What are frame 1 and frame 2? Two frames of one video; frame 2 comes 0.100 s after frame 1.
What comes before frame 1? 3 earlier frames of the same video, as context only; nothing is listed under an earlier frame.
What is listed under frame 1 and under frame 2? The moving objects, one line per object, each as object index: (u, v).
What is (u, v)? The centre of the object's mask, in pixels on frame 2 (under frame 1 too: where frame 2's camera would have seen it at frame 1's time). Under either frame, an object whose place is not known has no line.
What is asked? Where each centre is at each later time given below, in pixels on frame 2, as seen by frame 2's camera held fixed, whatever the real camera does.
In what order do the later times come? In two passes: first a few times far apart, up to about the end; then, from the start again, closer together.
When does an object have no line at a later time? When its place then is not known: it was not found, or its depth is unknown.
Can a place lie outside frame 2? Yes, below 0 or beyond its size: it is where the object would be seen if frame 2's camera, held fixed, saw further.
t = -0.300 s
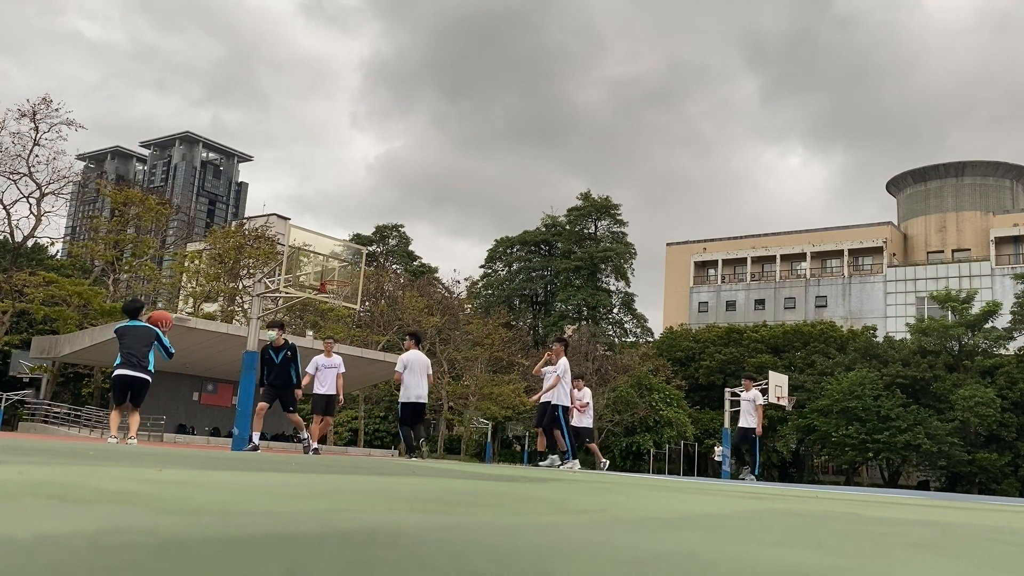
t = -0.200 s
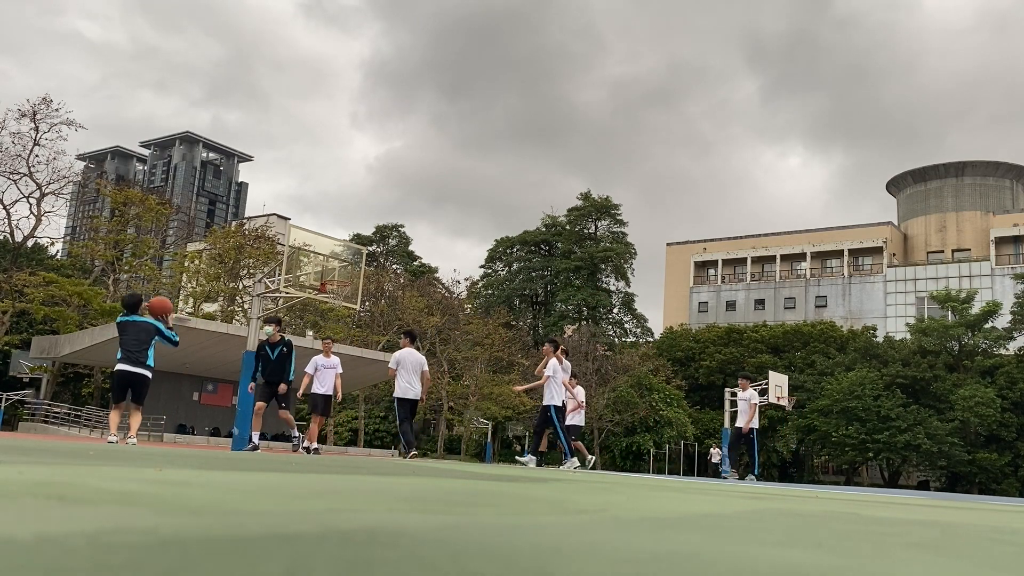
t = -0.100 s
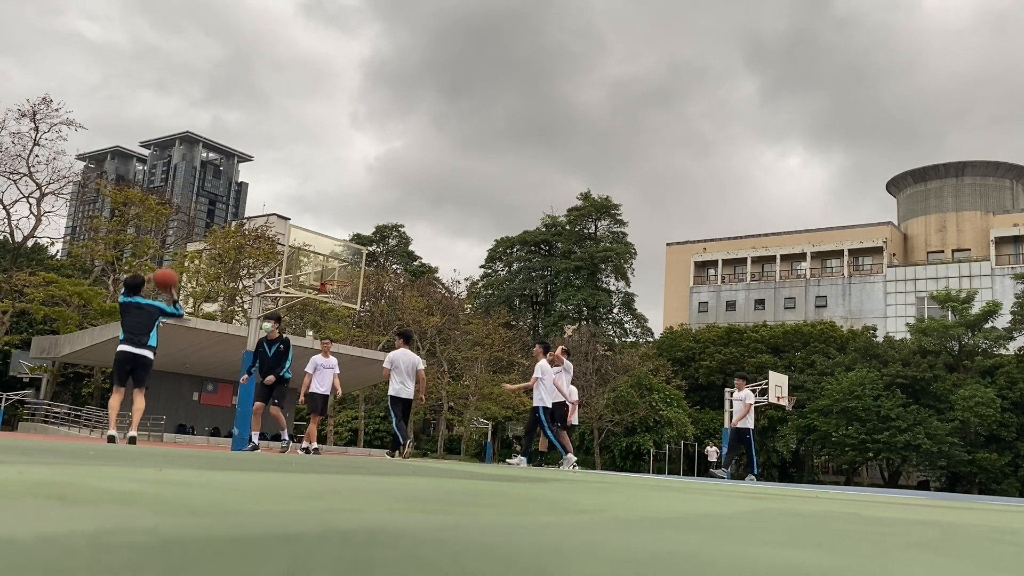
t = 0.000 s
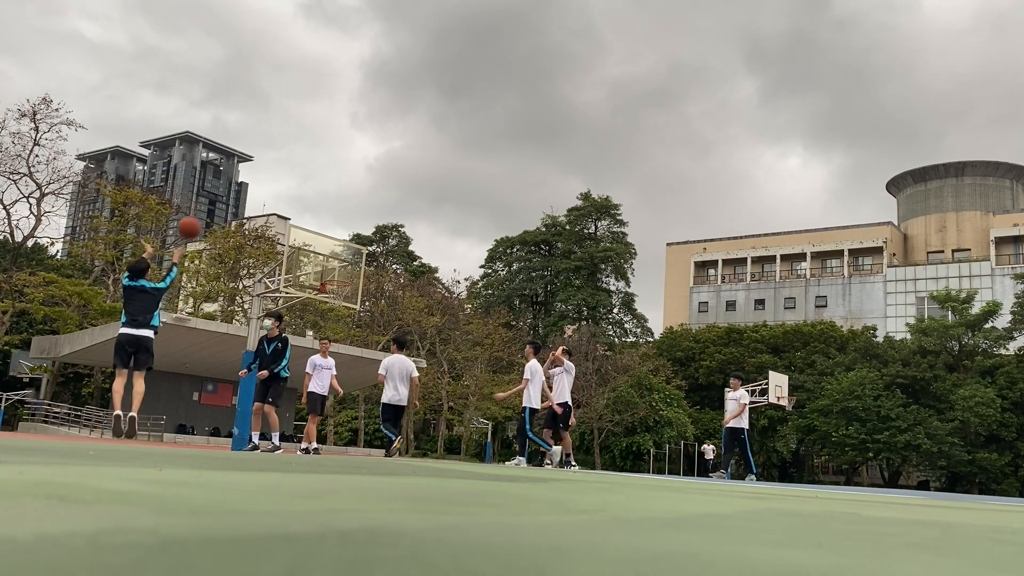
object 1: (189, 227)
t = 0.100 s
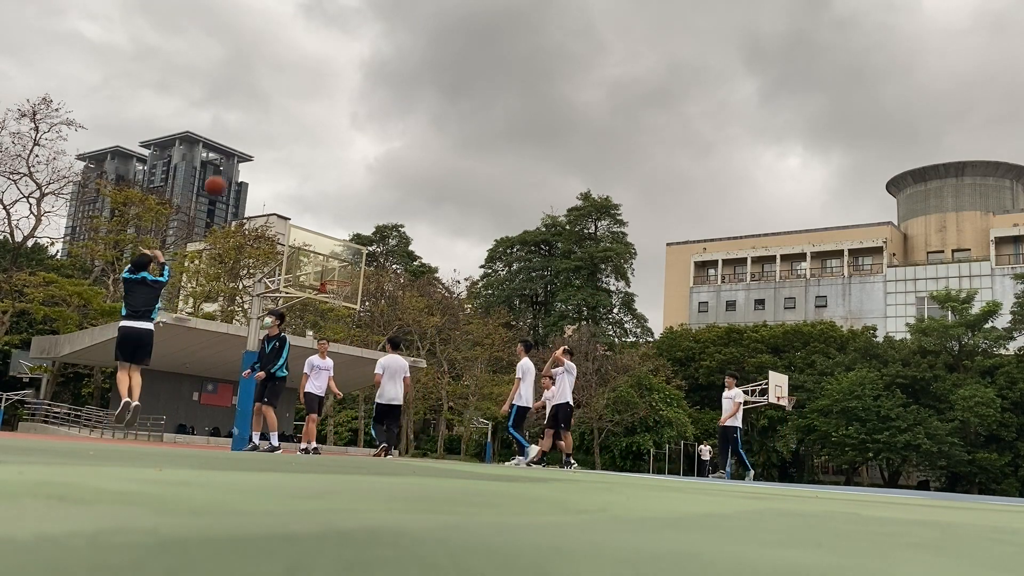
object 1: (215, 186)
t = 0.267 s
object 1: (250, 143)
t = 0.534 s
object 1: (288, 125)
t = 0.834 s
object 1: (317, 159)
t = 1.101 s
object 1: (334, 223)
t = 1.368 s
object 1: (330, 293)
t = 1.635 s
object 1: (329, 291)
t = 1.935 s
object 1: (326, 328)
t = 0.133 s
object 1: (223, 175)
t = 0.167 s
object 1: (231, 165)
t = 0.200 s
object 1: (237, 157)
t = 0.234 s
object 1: (244, 150)
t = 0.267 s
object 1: (250, 143)
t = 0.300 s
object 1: (255, 138)
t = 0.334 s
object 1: (261, 133)
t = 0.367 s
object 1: (266, 130)
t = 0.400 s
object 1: (271, 128)
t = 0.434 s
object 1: (276, 126)
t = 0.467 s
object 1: (280, 125)
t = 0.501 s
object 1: (284, 125)
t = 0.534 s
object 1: (288, 125)
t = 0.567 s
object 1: (292, 127)
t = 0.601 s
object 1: (296, 129)
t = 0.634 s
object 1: (299, 131)
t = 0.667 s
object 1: (303, 134)
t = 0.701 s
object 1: (306, 138)
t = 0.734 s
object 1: (309, 142)
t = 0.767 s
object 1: (312, 147)
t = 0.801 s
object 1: (315, 153)
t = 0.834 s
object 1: (317, 159)
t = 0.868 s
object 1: (320, 165)
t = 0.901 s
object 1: (322, 172)
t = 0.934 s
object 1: (324, 180)
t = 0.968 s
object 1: (326, 187)
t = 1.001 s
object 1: (328, 196)
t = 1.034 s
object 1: (330, 204)
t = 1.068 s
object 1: (332, 213)
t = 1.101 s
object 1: (334, 223)
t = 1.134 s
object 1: (335, 233)
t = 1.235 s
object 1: (339, 265)
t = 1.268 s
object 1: (340, 276)
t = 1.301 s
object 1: (339, 286)
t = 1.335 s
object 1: (334, 291)
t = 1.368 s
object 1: (330, 293)
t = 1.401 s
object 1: (328, 294)
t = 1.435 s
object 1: (328, 292)
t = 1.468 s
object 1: (328, 292)
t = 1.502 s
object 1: (327, 291)
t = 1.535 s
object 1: (328, 289)
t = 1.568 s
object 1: (329, 289)
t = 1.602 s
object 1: (329, 289)
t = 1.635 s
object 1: (329, 291)
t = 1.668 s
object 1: (329, 292)
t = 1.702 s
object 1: (329, 294)
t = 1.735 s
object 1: (329, 297)
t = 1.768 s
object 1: (329, 301)
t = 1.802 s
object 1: (328, 305)
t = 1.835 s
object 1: (328, 309)
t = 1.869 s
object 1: (327, 316)
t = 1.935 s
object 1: (326, 328)
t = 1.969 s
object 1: (326, 335)
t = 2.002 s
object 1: (328, 342)
